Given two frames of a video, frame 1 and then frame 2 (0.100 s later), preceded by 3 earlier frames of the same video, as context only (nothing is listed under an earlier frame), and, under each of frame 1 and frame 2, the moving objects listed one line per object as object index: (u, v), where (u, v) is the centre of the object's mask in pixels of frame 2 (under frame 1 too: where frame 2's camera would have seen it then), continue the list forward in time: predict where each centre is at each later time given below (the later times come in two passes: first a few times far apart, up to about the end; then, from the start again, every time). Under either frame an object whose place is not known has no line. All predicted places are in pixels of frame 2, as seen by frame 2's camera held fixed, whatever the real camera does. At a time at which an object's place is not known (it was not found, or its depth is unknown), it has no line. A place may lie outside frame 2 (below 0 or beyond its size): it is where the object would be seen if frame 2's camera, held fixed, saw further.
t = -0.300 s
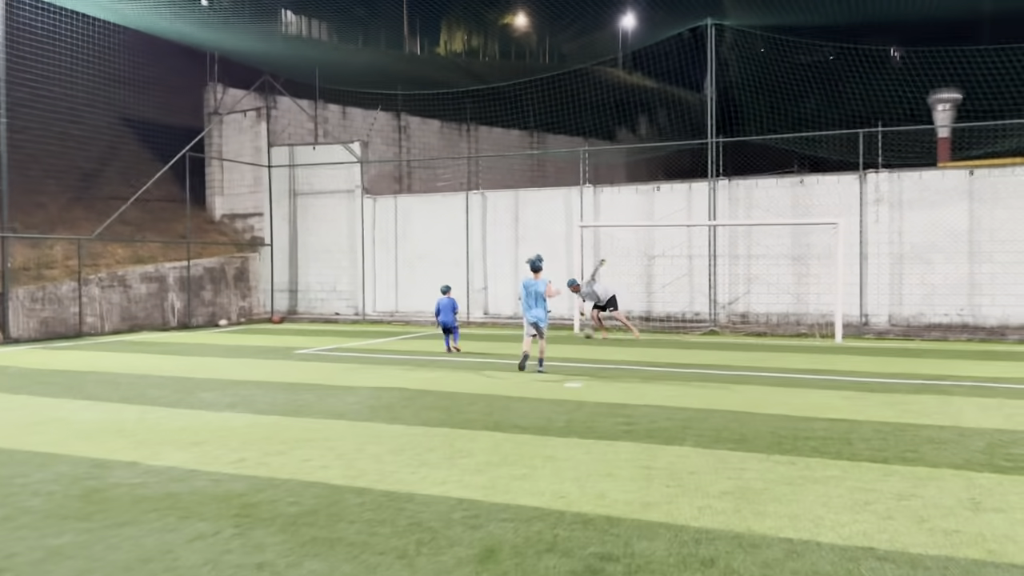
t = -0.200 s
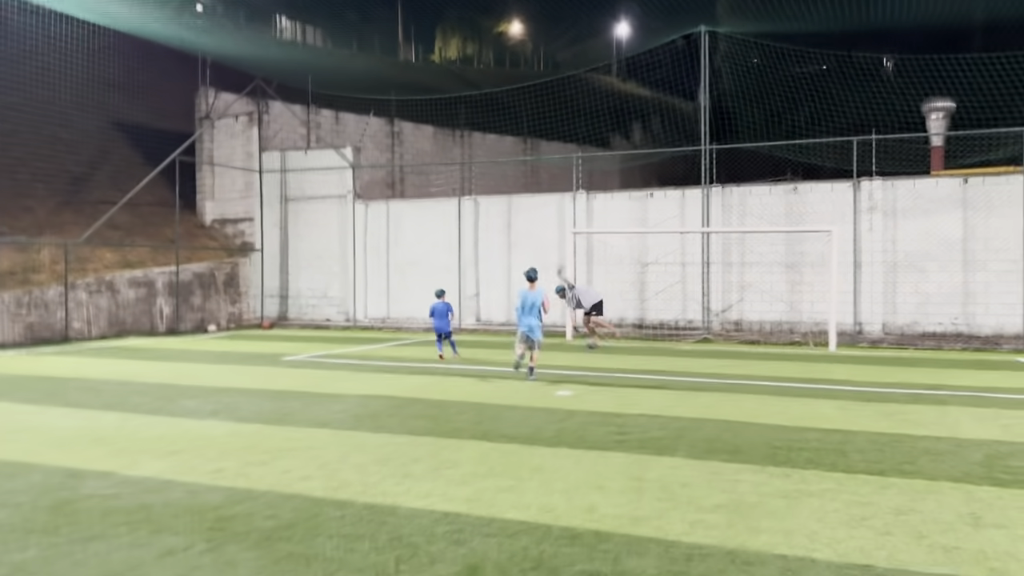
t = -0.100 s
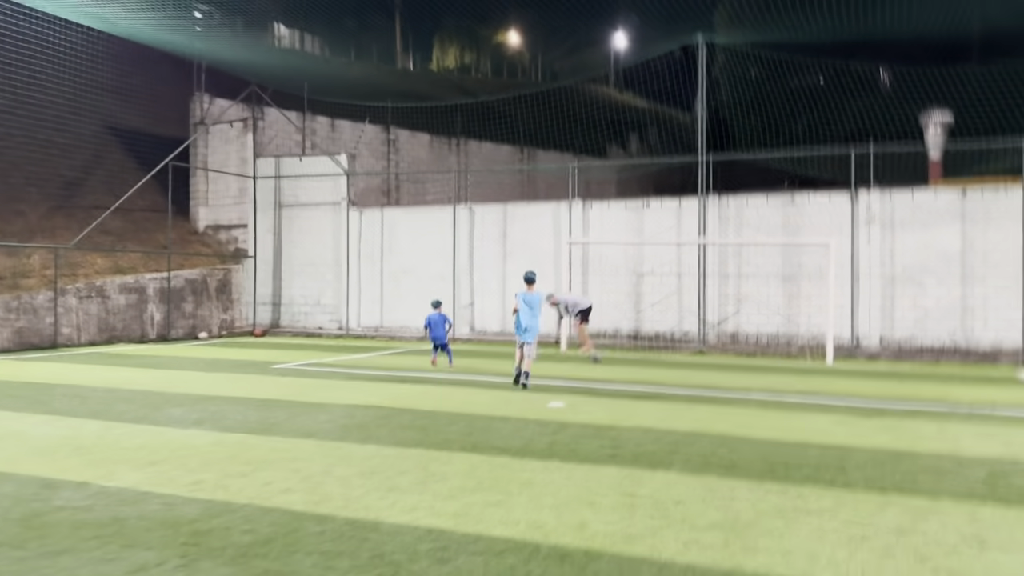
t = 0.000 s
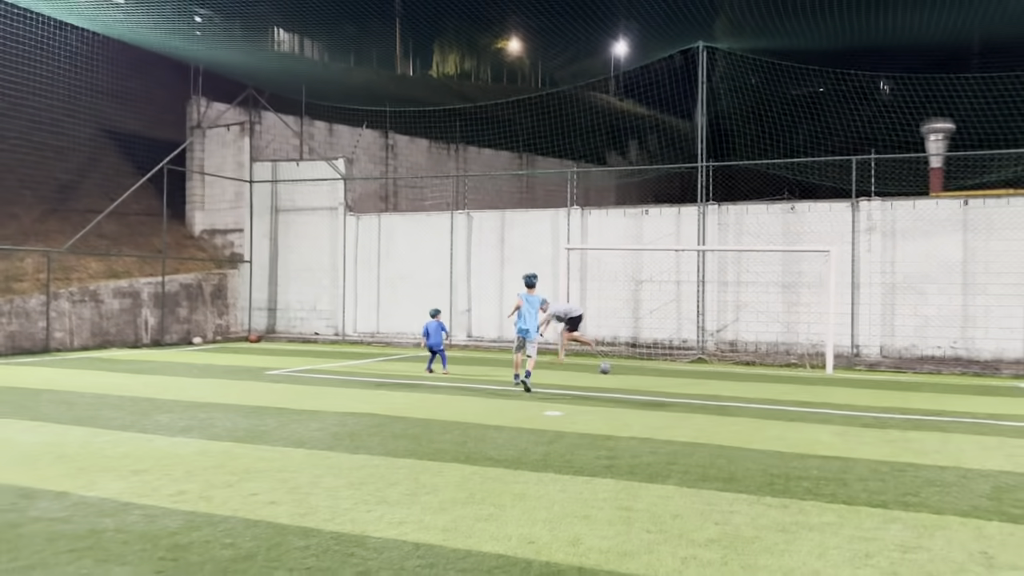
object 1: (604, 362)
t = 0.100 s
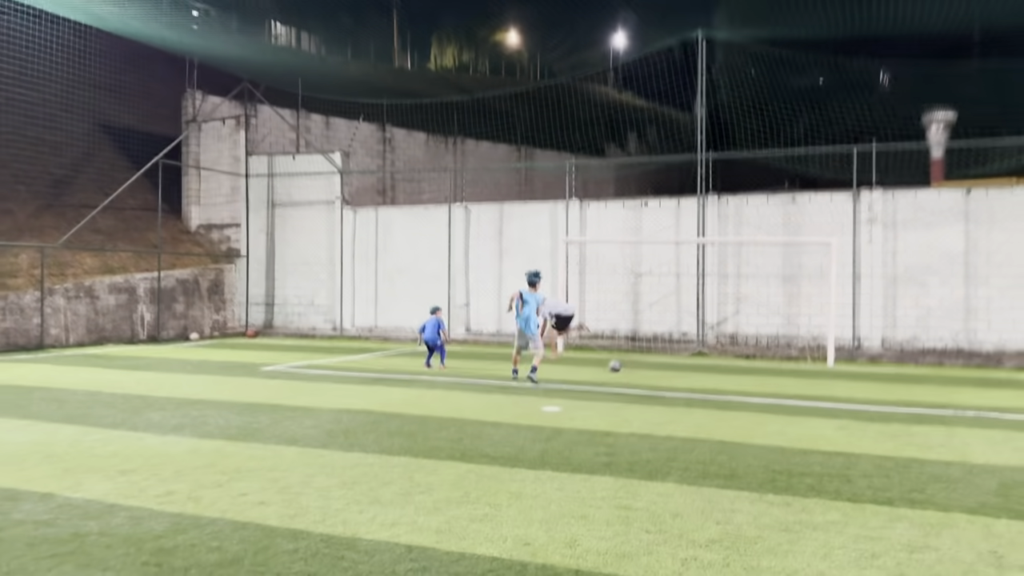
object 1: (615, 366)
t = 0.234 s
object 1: (628, 369)
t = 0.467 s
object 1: (655, 378)
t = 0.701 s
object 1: (689, 388)
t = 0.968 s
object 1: (735, 400)
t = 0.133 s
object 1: (618, 367)
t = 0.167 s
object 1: (622, 367)
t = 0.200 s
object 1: (625, 368)
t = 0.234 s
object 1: (628, 369)
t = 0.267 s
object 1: (632, 370)
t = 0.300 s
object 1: (636, 371)
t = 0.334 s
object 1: (640, 371)
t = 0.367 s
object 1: (644, 373)
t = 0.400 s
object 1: (647, 377)
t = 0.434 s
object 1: (651, 377)
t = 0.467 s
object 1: (655, 378)
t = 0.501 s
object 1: (659, 380)
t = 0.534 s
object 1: (665, 383)
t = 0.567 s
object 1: (670, 383)
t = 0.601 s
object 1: (675, 384)
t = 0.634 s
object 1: (679, 385)
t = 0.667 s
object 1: (685, 387)
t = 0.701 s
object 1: (689, 388)
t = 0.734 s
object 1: (695, 390)
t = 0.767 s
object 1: (701, 393)
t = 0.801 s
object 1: (706, 394)
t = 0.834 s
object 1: (711, 395)
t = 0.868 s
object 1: (717, 397)
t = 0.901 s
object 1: (723, 398)
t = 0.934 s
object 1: (730, 399)
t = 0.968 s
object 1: (735, 400)
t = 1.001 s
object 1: (742, 402)
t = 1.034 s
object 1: (750, 405)
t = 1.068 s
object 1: (757, 407)
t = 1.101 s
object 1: (764, 408)
